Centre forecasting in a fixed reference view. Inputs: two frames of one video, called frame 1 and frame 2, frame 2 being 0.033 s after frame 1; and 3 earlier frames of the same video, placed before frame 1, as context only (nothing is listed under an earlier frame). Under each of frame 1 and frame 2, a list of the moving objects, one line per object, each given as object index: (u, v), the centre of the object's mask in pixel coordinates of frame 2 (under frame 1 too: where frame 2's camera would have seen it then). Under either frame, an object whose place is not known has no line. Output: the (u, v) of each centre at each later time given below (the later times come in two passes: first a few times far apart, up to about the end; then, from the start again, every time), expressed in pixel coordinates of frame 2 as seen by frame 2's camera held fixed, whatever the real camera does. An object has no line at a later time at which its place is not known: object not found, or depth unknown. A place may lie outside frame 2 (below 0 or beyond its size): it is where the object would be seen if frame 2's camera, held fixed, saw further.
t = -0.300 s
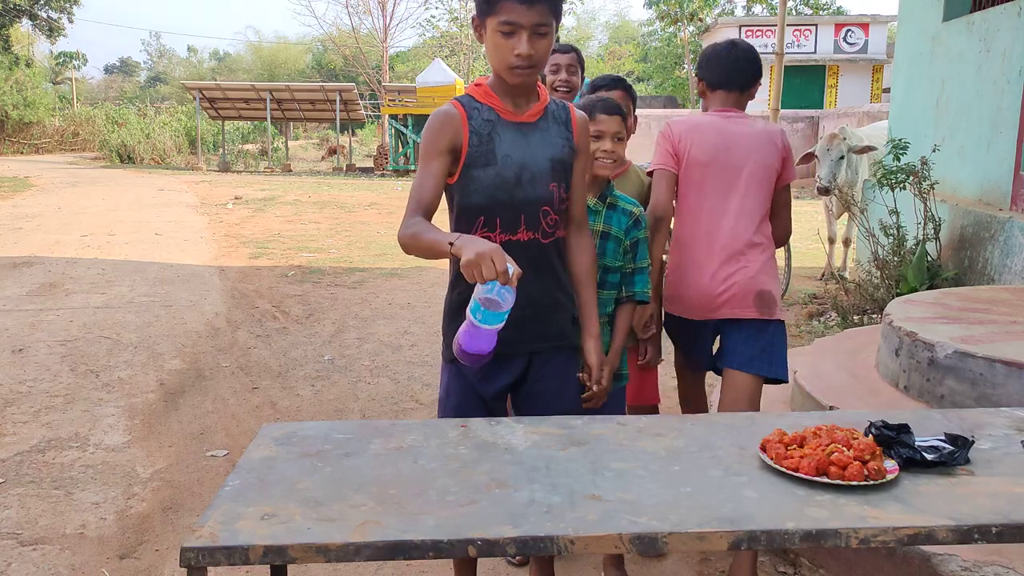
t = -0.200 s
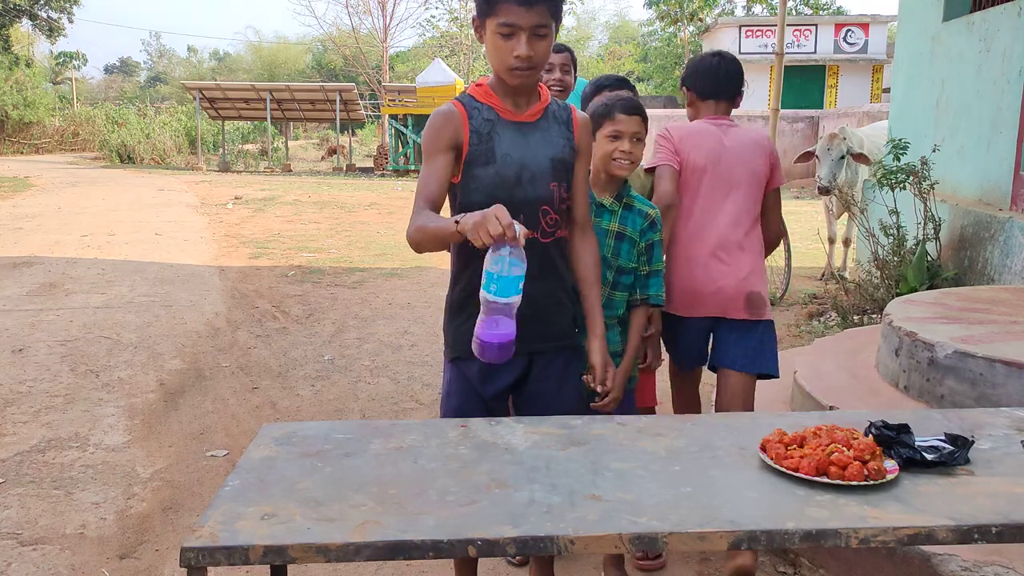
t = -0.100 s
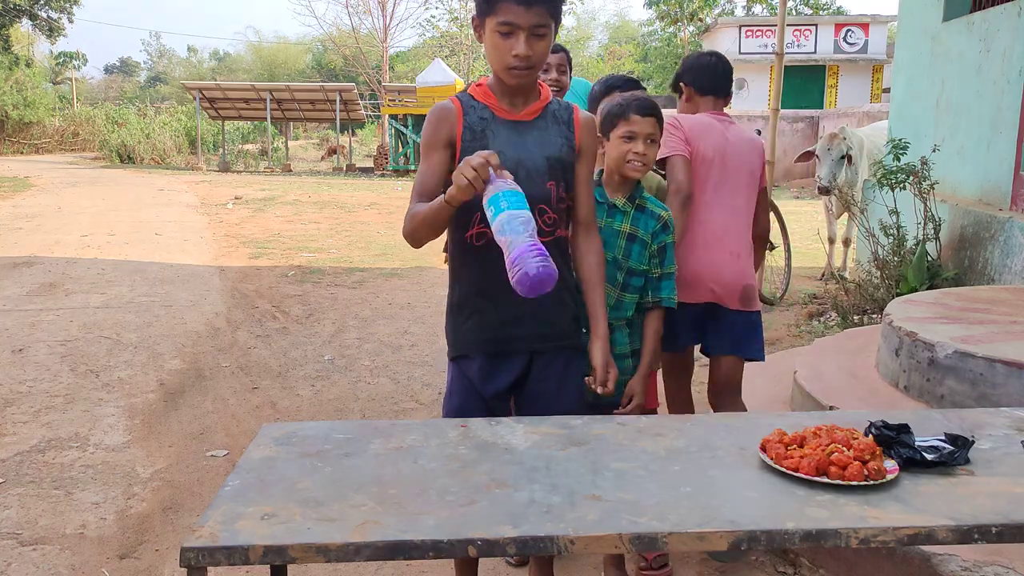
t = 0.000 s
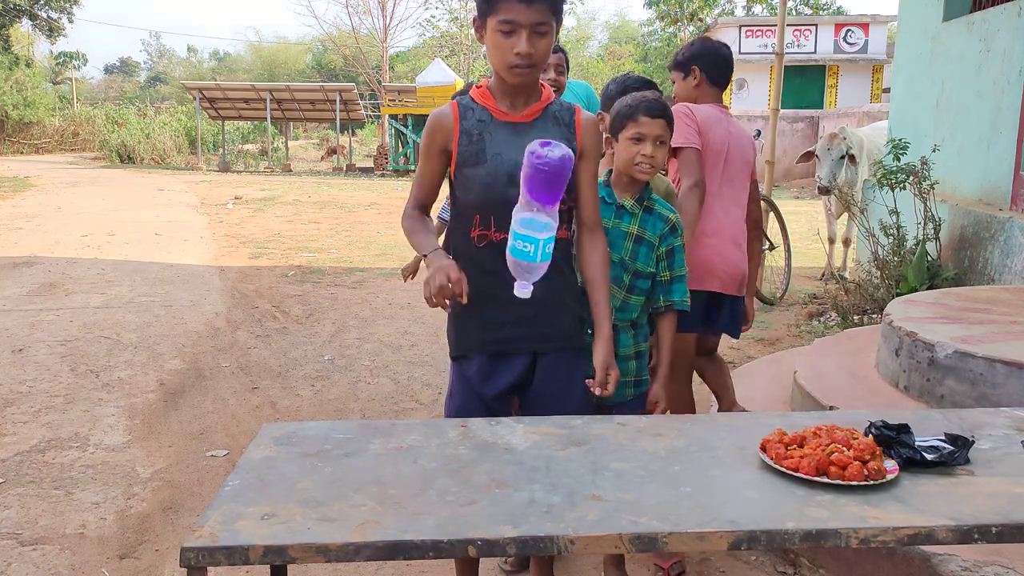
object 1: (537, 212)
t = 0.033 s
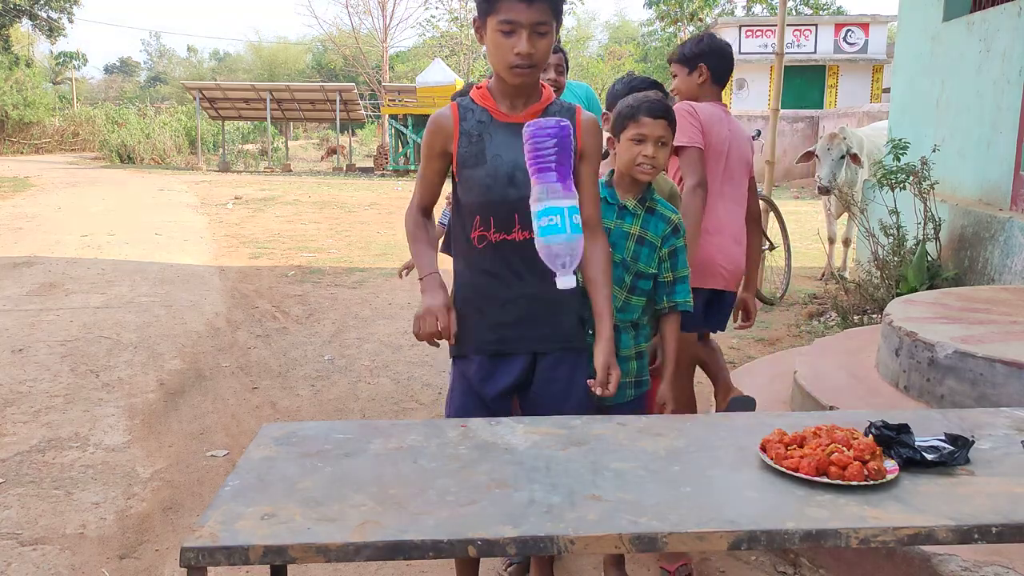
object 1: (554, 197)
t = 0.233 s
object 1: (581, 132)
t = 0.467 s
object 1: (585, 436)
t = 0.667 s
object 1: (587, 434)
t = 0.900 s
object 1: (594, 432)
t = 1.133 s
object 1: (597, 432)
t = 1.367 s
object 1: (598, 432)
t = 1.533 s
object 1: (597, 432)
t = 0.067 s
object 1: (568, 165)
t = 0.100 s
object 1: (575, 134)
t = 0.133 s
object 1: (579, 112)
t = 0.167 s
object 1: (580, 106)
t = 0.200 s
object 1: (581, 114)
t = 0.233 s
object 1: (581, 132)
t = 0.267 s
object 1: (581, 161)
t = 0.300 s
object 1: (582, 197)
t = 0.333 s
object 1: (583, 243)
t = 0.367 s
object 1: (585, 298)
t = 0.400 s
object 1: (587, 361)
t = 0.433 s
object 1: (587, 417)
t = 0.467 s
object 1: (585, 436)
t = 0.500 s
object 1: (586, 426)
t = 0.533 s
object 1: (586, 424)
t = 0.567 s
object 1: (587, 428)
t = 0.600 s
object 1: (587, 430)
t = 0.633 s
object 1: (586, 435)
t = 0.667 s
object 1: (587, 434)
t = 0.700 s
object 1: (590, 433)
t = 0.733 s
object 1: (592, 433)
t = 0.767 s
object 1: (592, 433)
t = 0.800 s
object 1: (592, 433)
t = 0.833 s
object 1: (592, 433)
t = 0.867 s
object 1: (593, 433)
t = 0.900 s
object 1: (594, 432)
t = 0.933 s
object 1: (595, 432)
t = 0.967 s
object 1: (596, 432)
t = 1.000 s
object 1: (597, 432)
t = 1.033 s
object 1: (596, 432)
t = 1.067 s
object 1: (596, 432)
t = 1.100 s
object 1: (596, 432)
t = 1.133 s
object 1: (597, 432)
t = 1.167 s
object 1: (598, 432)
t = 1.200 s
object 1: (599, 431)
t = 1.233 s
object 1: (599, 431)
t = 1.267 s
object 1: (598, 432)
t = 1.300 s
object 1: (597, 432)
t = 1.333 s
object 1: (598, 432)
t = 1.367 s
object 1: (598, 432)
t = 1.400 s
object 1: (598, 432)
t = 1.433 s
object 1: (598, 432)
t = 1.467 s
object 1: (597, 432)
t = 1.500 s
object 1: (596, 432)
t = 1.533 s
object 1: (597, 432)
